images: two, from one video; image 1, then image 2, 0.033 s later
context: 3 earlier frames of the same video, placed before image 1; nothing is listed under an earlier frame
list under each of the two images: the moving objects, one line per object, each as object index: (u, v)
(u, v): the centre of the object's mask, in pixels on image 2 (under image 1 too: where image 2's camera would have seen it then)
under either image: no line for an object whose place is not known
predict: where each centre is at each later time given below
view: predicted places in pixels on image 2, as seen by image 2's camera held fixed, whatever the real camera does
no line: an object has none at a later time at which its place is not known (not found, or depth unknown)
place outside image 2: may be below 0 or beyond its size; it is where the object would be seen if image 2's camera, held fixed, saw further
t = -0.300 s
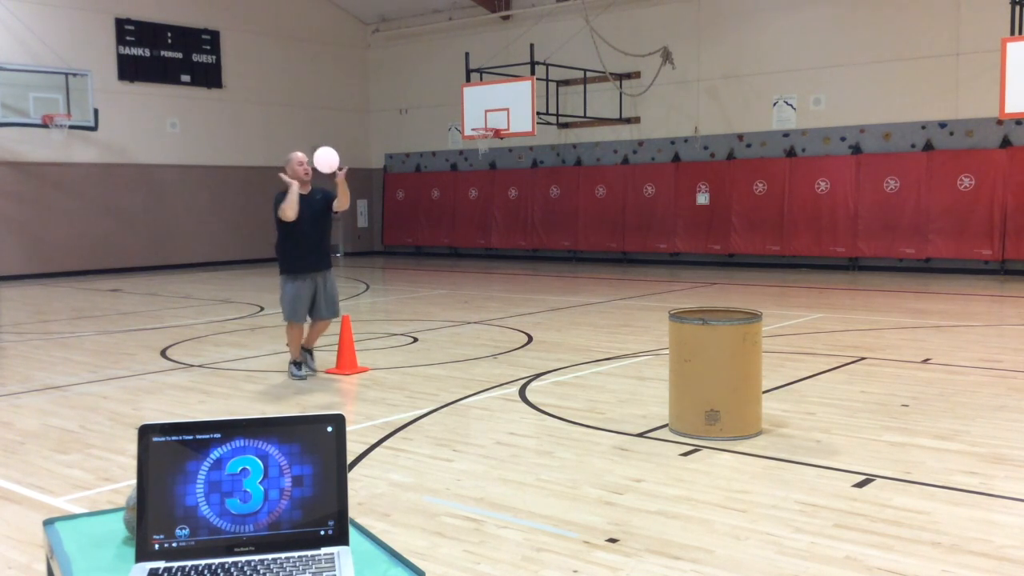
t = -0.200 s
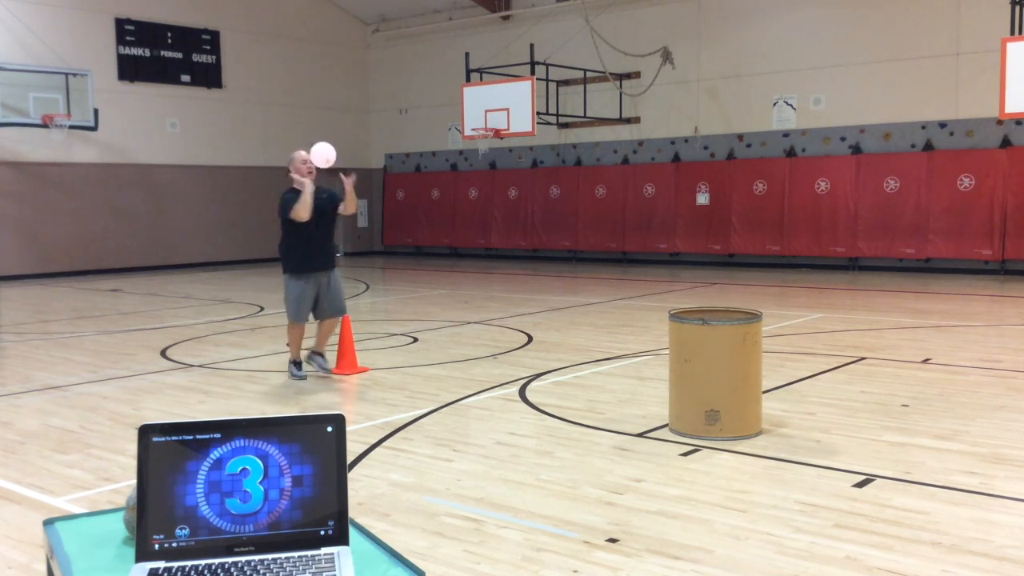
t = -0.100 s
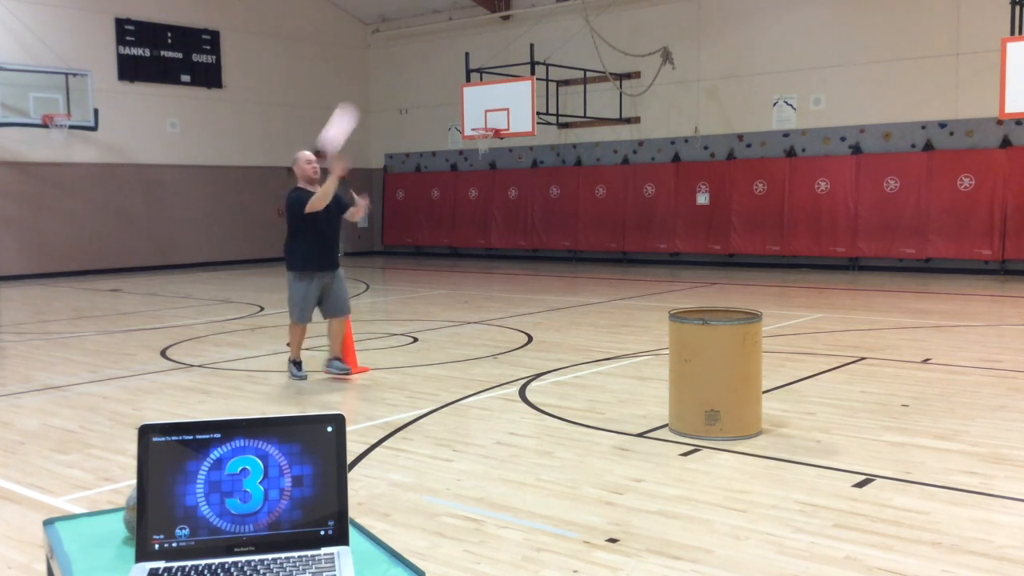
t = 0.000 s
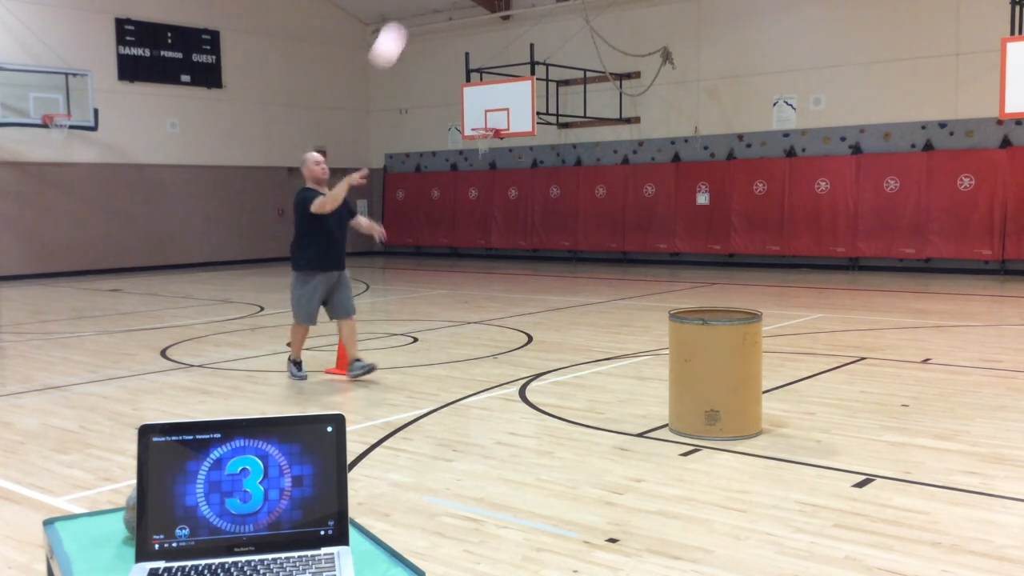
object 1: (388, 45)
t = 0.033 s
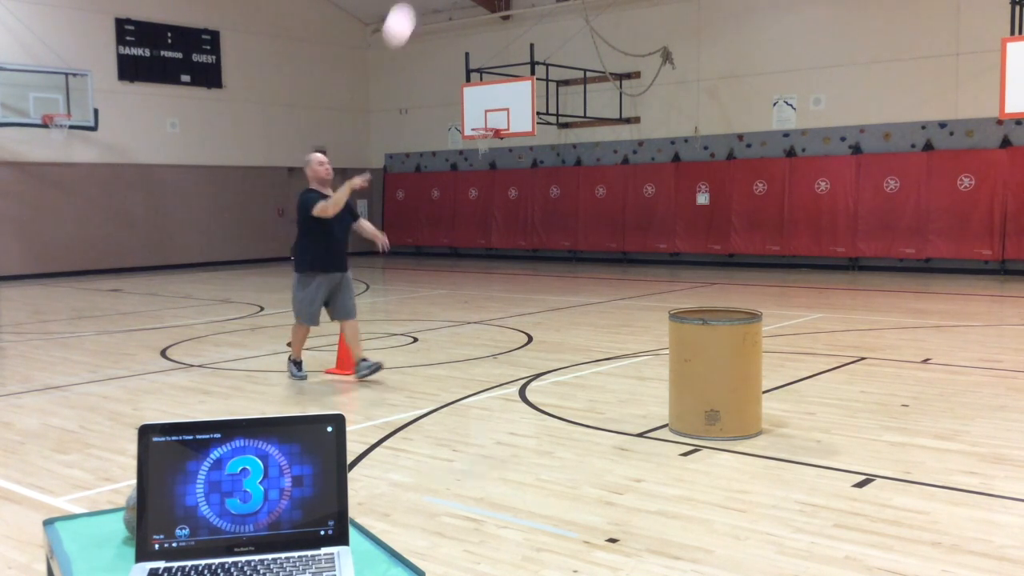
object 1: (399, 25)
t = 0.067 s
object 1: (406, 13)
